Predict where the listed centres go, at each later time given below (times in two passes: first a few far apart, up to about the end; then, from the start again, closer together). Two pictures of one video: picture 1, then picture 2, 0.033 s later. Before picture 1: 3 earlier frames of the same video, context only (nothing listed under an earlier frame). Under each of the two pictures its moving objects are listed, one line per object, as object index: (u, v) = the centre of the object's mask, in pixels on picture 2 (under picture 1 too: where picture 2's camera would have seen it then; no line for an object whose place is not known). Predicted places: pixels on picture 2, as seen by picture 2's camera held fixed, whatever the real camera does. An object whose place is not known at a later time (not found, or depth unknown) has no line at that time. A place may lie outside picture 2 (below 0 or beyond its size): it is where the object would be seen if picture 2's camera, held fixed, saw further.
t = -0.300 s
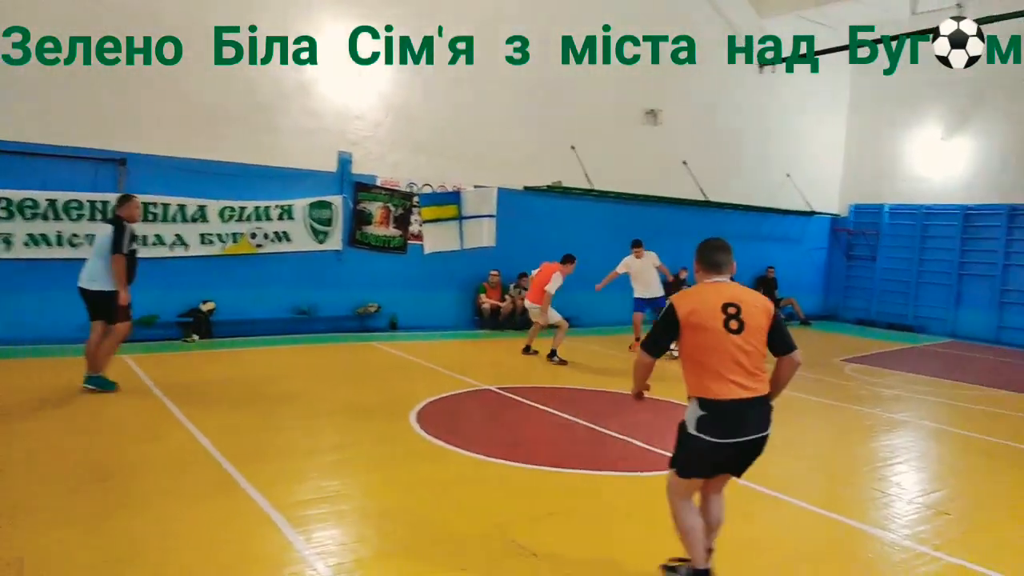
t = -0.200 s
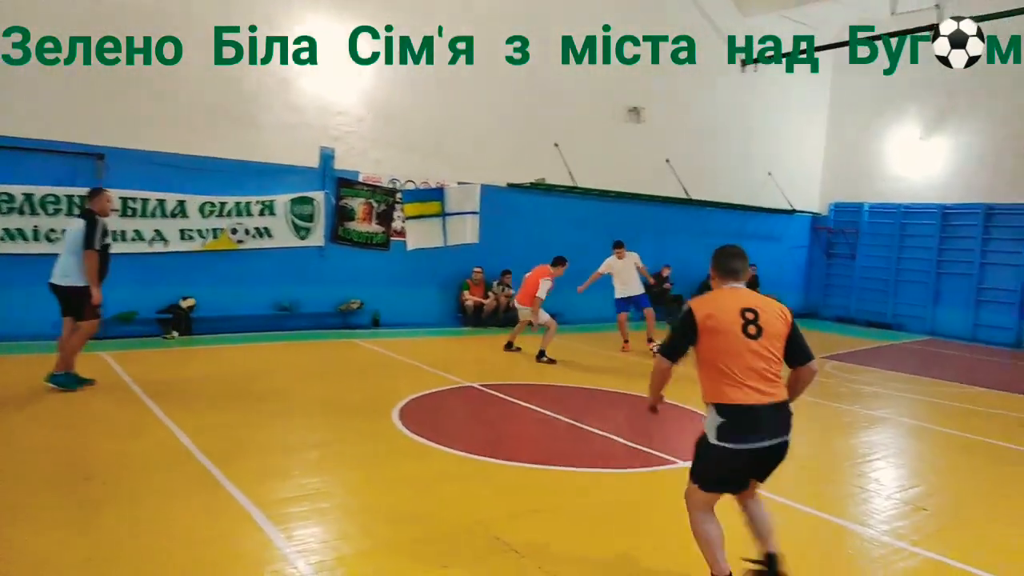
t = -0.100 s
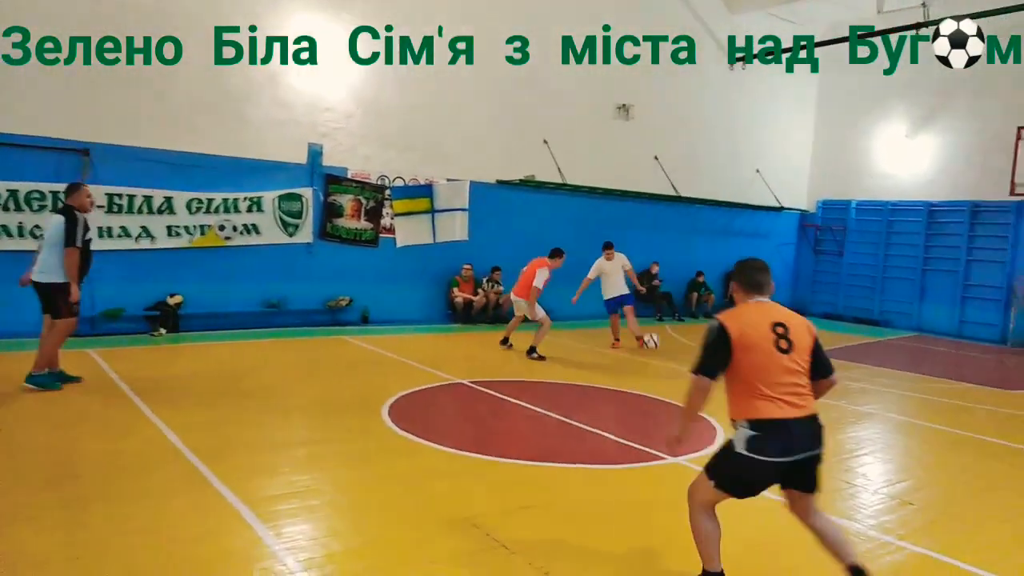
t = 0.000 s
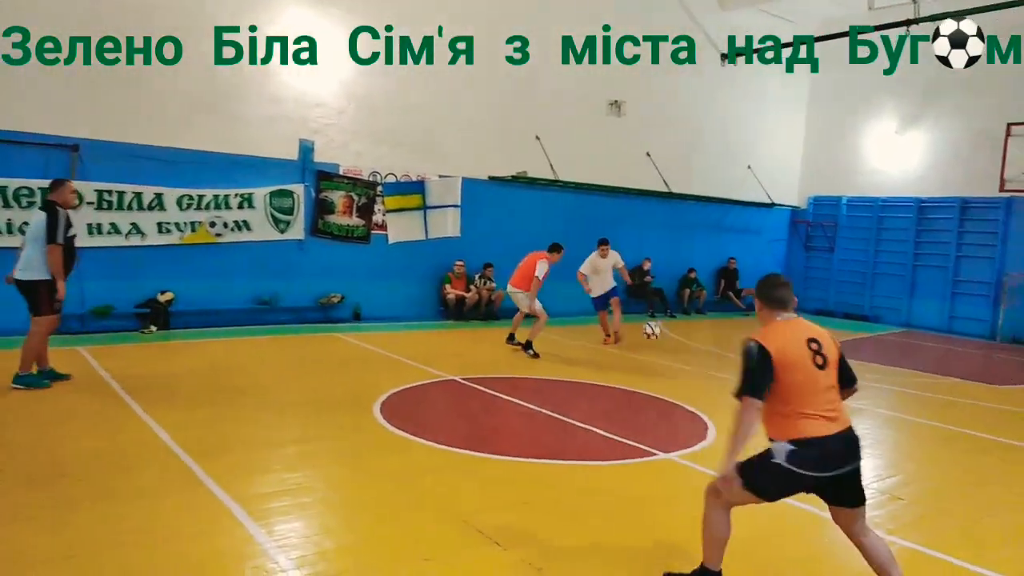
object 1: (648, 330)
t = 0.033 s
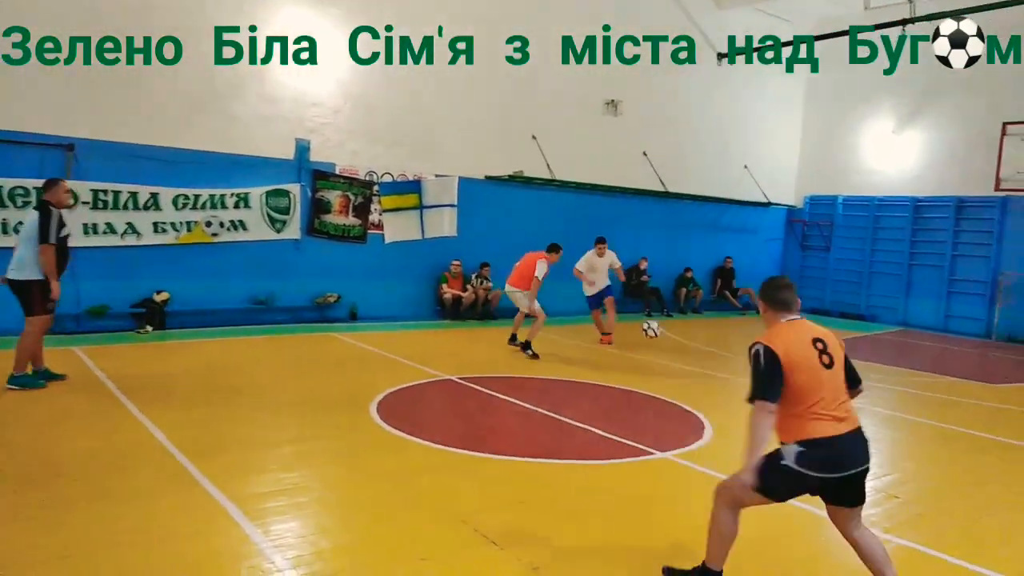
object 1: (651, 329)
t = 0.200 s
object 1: (666, 340)
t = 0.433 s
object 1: (690, 416)
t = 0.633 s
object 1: (710, 421)
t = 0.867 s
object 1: (731, 498)
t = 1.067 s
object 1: (754, 529)
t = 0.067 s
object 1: (654, 329)
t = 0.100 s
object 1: (657, 331)
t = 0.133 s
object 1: (660, 332)
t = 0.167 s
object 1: (663, 336)
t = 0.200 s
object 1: (666, 340)
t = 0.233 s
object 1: (669, 346)
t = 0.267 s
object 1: (673, 354)
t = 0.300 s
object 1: (675, 362)
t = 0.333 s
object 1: (679, 372)
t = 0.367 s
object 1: (682, 384)
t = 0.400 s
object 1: (686, 399)
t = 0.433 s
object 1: (690, 416)
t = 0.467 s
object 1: (693, 421)
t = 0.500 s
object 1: (696, 418)
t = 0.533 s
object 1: (700, 417)
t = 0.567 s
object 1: (704, 417)
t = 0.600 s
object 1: (708, 419)
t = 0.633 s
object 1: (710, 421)
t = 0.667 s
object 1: (713, 426)
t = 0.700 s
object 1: (715, 431)
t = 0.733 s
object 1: (718, 439)
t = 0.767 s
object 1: (721, 449)
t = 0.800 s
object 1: (725, 463)
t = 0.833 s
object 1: (728, 480)
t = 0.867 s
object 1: (731, 498)
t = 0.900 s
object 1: (735, 519)
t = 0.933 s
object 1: (738, 517)
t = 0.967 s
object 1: (742, 516)
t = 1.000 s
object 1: (747, 518)
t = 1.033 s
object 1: (750, 523)
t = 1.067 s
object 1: (754, 529)
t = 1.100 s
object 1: (758, 540)
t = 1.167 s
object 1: (765, 568)
